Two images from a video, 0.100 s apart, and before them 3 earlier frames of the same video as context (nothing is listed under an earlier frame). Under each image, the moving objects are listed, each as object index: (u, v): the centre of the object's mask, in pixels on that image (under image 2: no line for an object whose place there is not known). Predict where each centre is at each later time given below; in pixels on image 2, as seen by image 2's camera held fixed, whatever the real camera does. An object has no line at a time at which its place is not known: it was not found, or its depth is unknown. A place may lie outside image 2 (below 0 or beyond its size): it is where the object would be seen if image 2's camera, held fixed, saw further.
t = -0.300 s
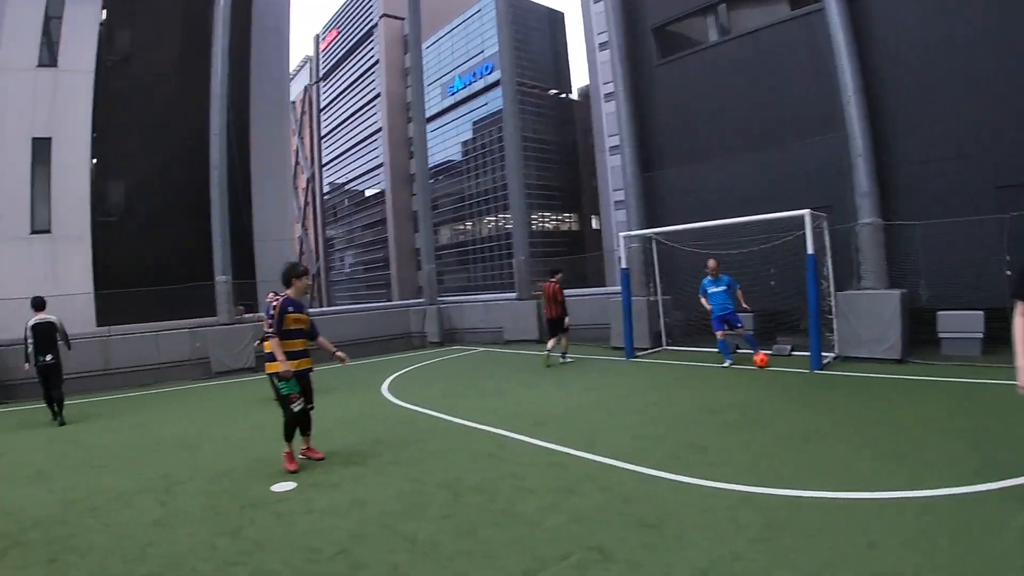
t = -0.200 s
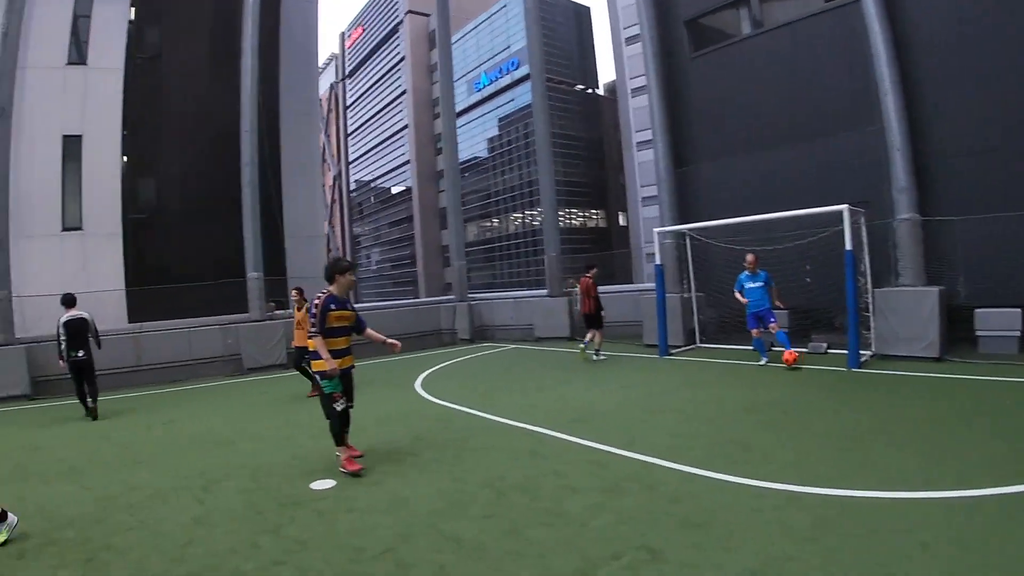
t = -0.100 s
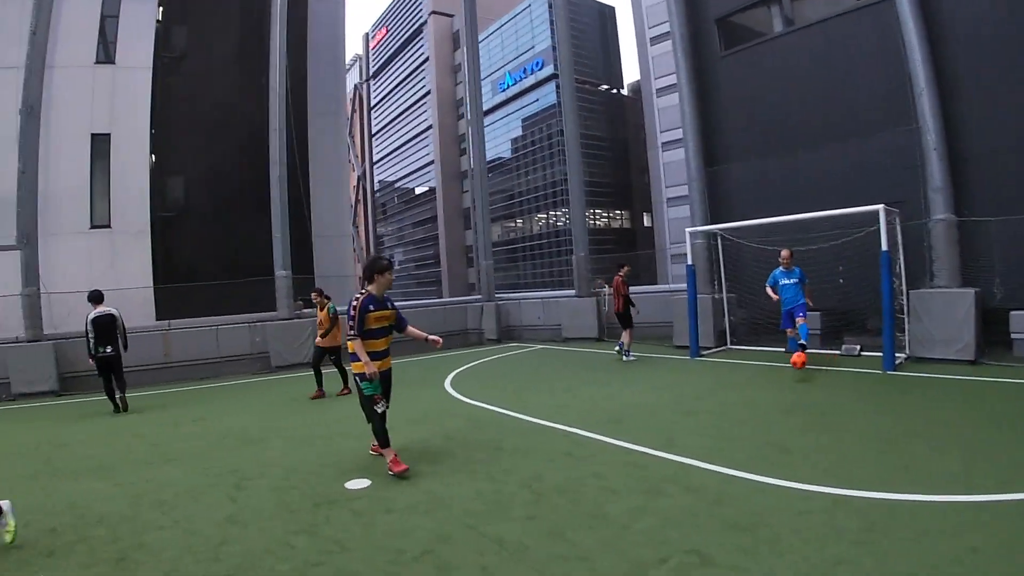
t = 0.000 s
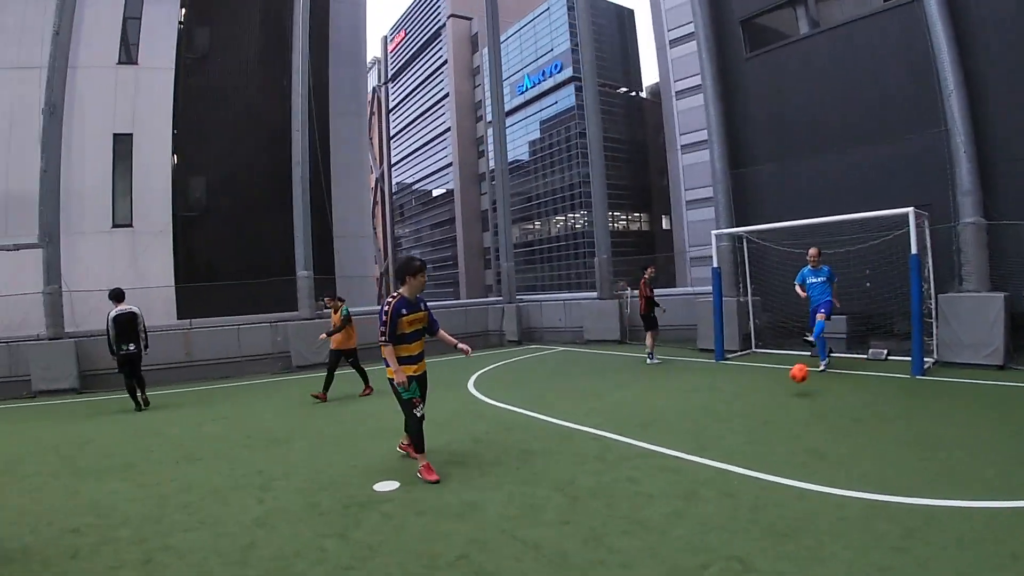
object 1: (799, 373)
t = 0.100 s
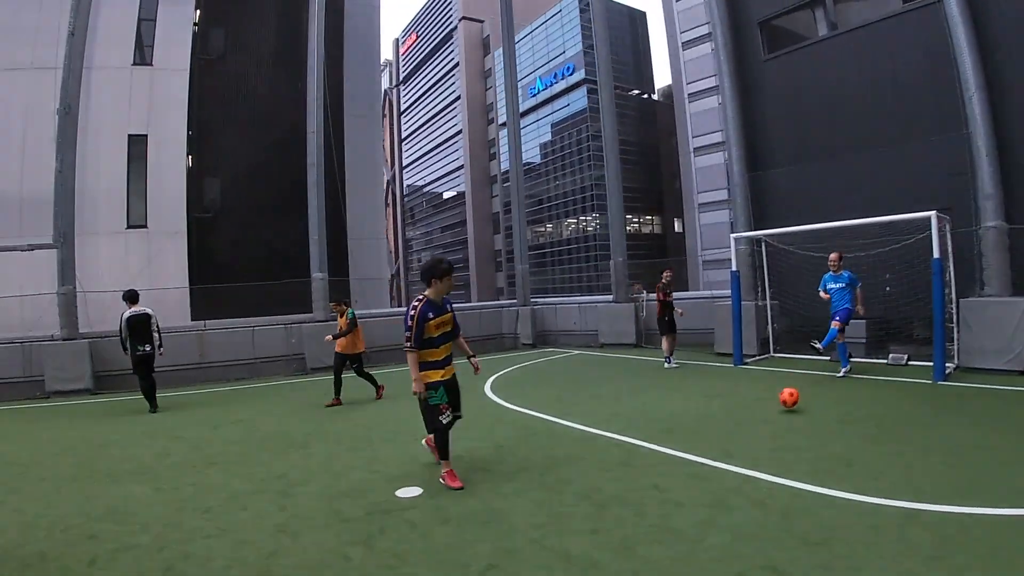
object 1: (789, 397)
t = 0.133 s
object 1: (777, 405)
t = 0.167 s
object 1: (767, 405)
